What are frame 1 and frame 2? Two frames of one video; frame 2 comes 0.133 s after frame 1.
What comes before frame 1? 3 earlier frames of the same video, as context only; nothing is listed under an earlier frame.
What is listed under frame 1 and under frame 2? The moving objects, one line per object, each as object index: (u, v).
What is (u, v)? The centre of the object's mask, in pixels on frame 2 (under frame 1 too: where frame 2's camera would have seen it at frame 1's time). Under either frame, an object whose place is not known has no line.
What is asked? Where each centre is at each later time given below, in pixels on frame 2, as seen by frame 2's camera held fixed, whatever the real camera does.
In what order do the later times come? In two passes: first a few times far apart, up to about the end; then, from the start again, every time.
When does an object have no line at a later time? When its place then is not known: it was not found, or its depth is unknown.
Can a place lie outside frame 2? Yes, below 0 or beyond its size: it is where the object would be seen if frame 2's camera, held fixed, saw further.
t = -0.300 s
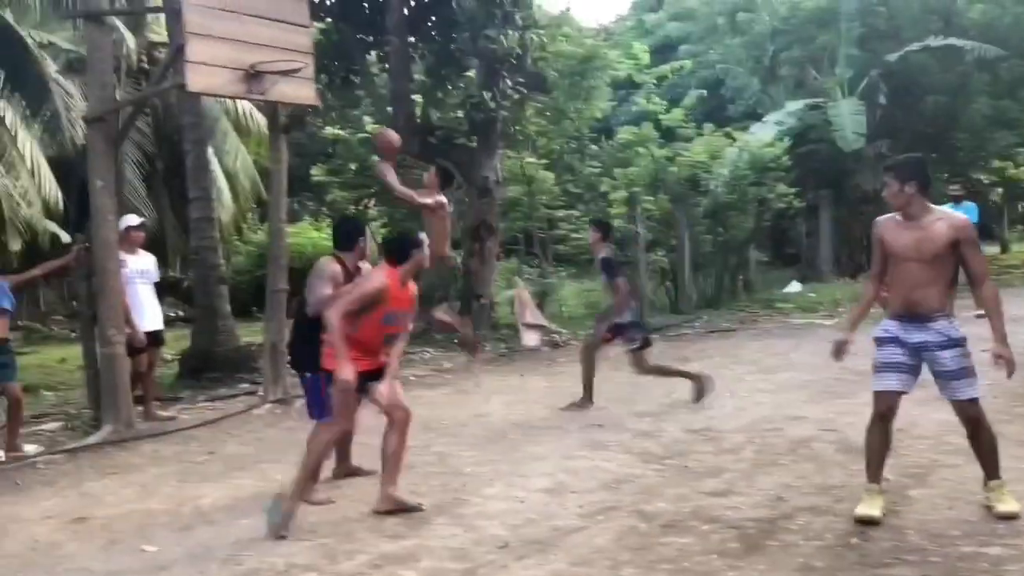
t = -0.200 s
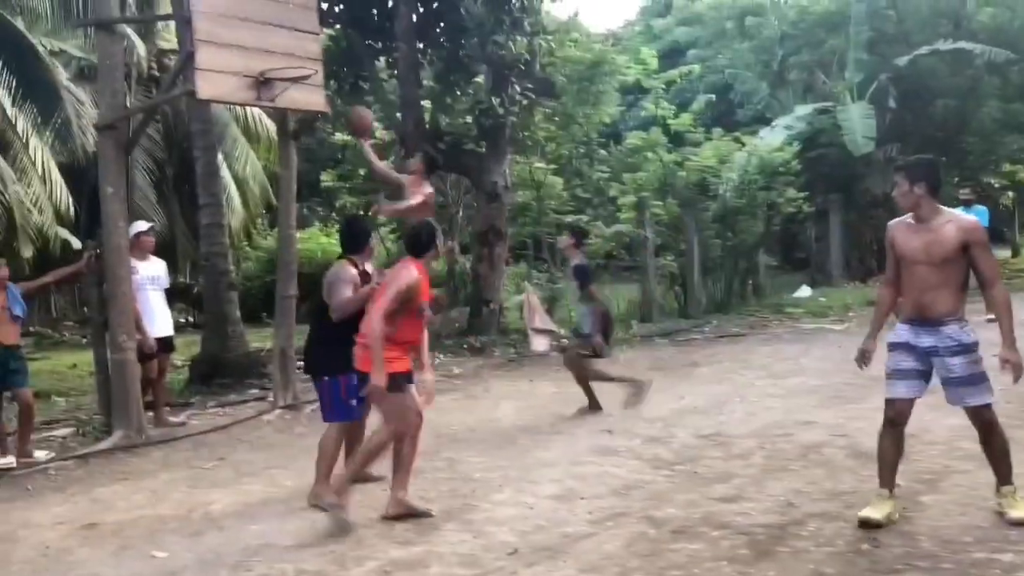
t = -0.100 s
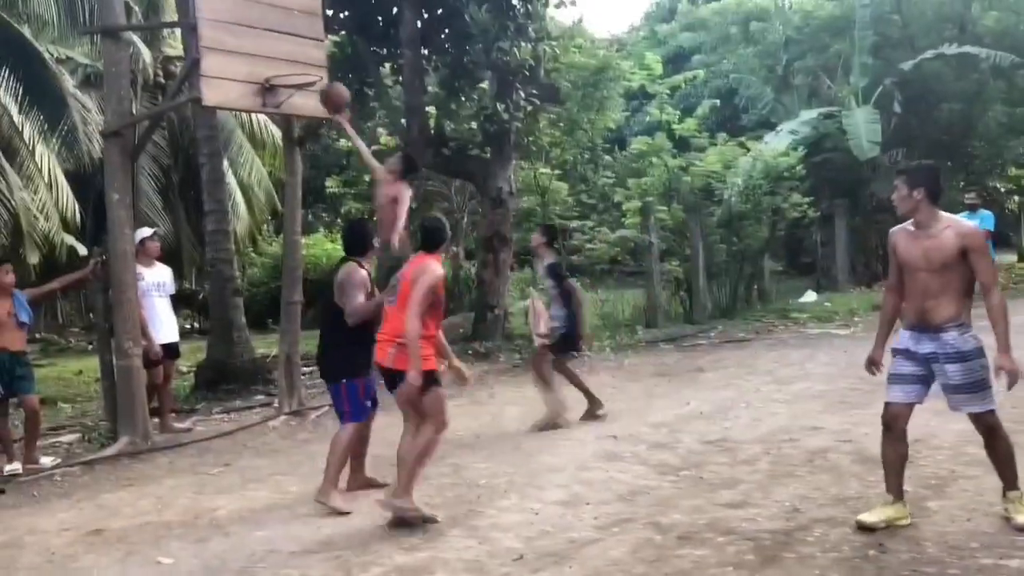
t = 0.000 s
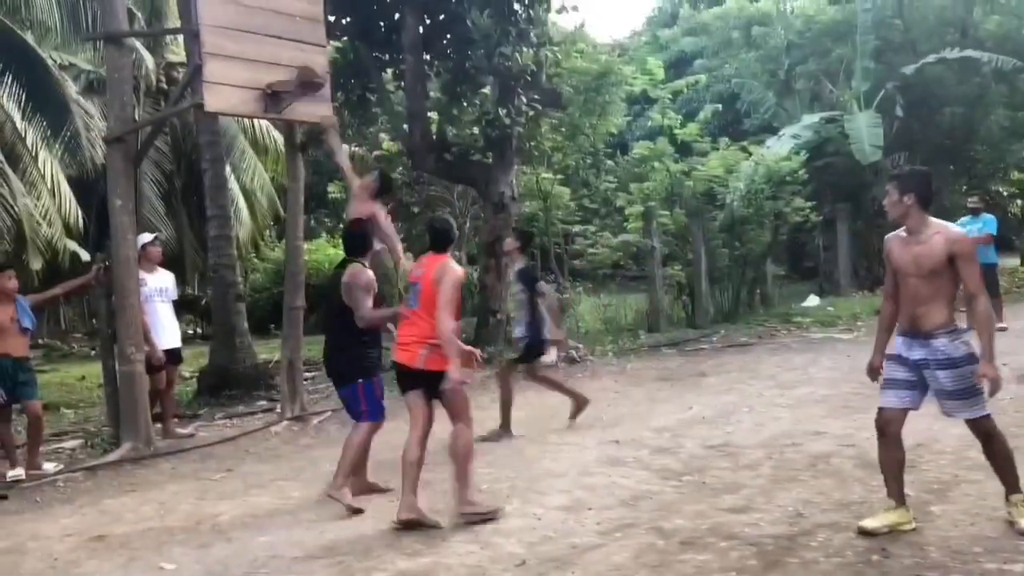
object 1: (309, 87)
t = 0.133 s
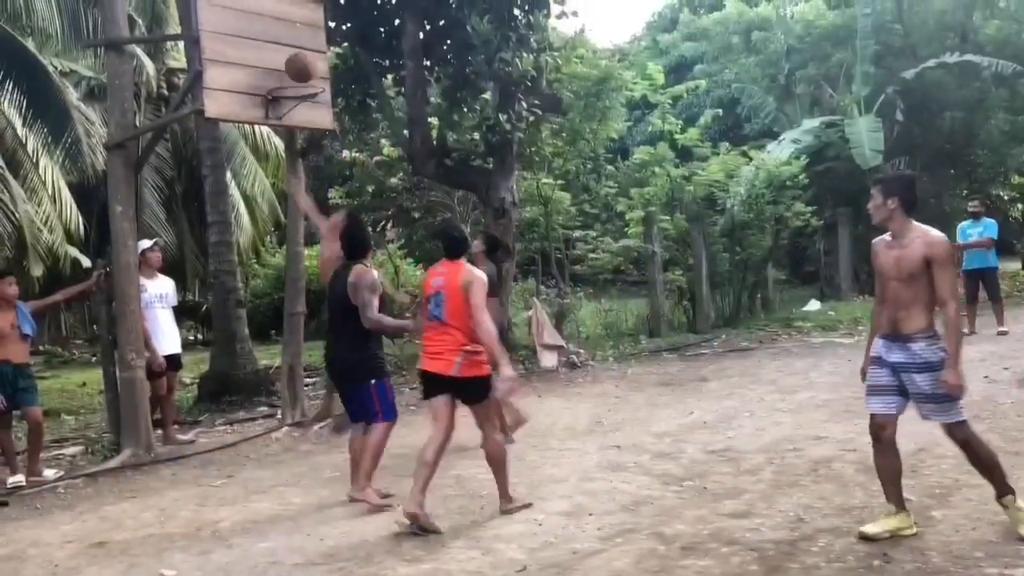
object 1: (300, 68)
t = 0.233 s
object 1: (297, 70)
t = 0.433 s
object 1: (297, 112)
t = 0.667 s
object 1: (303, 229)
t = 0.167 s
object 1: (298, 67)
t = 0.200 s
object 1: (297, 67)
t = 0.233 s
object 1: (297, 70)
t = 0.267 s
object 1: (296, 73)
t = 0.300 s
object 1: (295, 78)
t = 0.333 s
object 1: (296, 85)
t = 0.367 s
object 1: (296, 91)
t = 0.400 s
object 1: (296, 101)
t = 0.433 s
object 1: (297, 112)
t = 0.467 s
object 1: (296, 125)
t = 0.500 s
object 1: (298, 138)
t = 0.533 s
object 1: (299, 151)
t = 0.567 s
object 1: (300, 169)
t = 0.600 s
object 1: (301, 184)
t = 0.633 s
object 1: (302, 207)
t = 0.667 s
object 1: (303, 229)
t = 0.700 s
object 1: (302, 252)
